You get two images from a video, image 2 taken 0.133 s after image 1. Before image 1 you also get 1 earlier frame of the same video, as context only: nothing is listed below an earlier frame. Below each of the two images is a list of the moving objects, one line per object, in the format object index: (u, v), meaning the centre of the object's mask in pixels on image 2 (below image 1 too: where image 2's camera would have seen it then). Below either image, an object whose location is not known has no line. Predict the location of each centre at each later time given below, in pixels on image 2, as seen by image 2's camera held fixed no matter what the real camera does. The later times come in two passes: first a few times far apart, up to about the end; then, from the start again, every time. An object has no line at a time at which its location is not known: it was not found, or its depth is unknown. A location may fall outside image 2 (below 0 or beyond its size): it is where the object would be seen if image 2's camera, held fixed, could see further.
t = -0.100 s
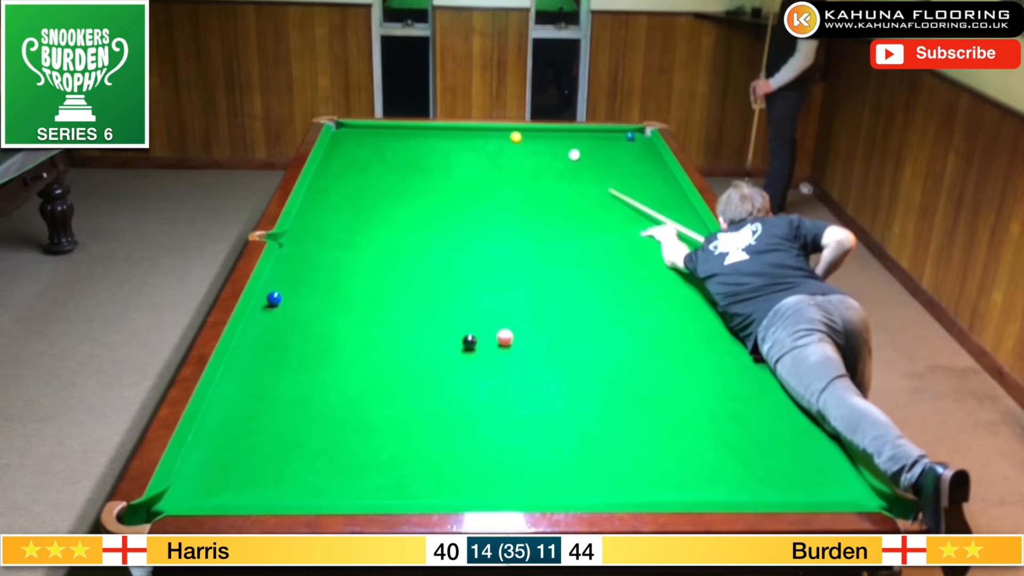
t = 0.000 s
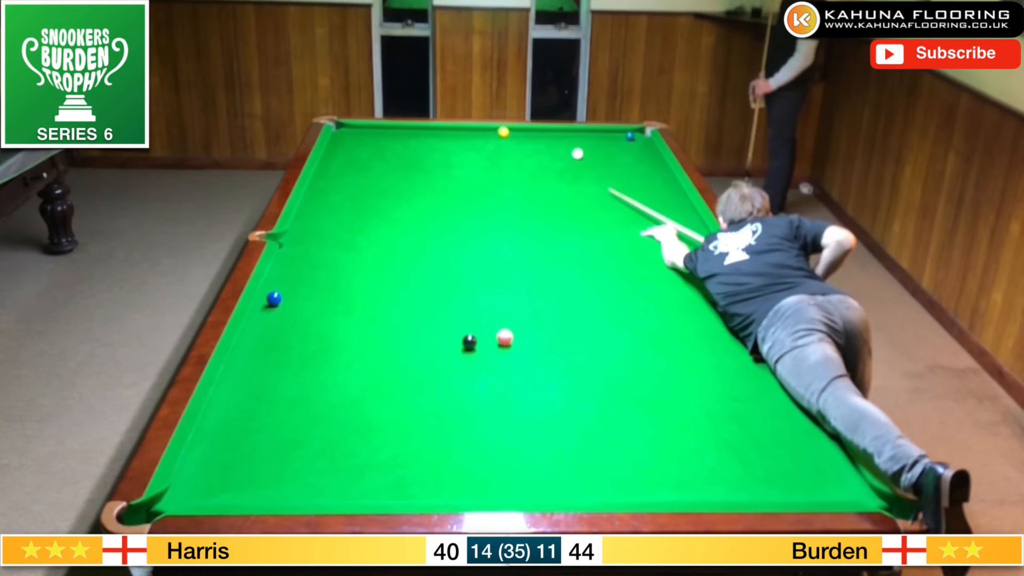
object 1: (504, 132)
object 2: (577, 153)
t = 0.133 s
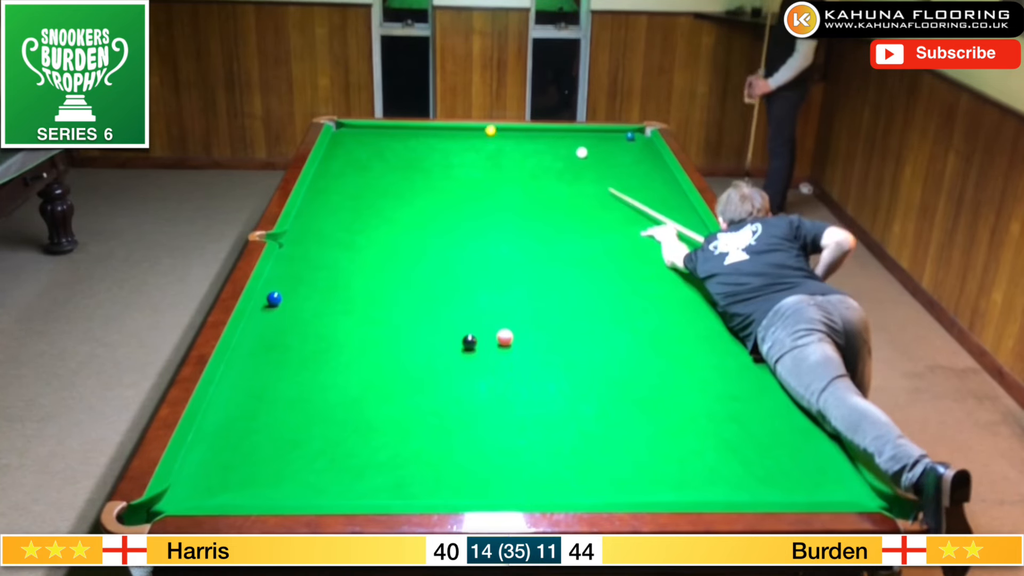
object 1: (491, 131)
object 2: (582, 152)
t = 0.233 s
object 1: (483, 134)
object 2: (585, 152)
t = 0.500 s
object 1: (461, 141)
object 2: (591, 150)
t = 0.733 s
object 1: (443, 148)
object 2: (596, 148)
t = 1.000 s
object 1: (423, 155)
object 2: (600, 147)
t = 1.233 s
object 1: (405, 162)
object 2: (604, 146)
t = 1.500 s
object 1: (385, 169)
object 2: (606, 145)
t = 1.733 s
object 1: (368, 176)
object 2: (607, 145)
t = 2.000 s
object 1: (349, 183)
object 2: (607, 145)
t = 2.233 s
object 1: (332, 190)
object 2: (607, 145)
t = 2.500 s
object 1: (314, 197)
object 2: (607, 145)
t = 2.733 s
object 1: (311, 202)
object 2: (607, 145)
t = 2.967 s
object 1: (316, 206)
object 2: (607, 145)
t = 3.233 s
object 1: (321, 211)
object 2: (607, 145)
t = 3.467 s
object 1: (326, 215)
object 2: (607, 145)
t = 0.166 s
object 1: (488, 132)
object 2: (583, 152)
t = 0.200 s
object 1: (485, 133)
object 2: (584, 152)
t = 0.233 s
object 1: (483, 134)
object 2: (585, 152)
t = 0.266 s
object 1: (480, 135)
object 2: (585, 151)
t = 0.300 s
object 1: (477, 136)
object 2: (586, 151)
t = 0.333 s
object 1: (475, 137)
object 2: (587, 151)
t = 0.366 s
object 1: (472, 138)
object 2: (588, 151)
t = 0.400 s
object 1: (470, 138)
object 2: (589, 150)
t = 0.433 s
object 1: (467, 139)
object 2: (590, 150)
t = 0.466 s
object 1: (464, 140)
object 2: (590, 150)
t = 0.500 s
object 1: (461, 141)
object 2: (591, 150)
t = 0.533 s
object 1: (459, 142)
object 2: (592, 149)
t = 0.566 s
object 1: (456, 143)
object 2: (593, 149)
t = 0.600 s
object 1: (454, 144)
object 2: (593, 149)
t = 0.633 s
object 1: (451, 145)
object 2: (594, 149)
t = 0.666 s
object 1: (449, 146)
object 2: (595, 149)
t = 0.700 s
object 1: (446, 147)
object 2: (595, 148)
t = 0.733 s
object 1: (443, 148)
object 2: (596, 148)
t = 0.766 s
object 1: (441, 149)
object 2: (597, 148)
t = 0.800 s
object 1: (438, 150)
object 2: (597, 148)
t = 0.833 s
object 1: (436, 151)
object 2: (598, 148)
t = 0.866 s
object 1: (433, 152)
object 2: (598, 147)
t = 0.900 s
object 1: (431, 153)
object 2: (599, 147)
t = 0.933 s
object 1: (428, 154)
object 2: (599, 147)
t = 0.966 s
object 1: (426, 154)
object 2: (600, 147)
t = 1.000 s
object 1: (423, 155)
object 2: (600, 147)
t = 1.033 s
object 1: (421, 156)
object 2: (601, 146)
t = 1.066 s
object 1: (418, 157)
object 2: (601, 147)
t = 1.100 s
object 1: (415, 158)
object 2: (602, 146)
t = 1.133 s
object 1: (413, 159)
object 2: (602, 146)
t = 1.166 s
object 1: (410, 160)
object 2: (603, 146)
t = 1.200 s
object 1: (408, 161)
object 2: (603, 146)
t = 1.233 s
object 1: (405, 162)
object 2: (604, 146)
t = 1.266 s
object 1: (403, 163)
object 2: (604, 146)
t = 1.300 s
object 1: (400, 164)
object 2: (604, 146)
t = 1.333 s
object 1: (398, 165)
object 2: (604, 146)
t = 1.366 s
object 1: (395, 166)
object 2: (605, 145)
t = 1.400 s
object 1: (393, 167)
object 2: (605, 145)
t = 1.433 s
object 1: (390, 168)
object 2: (605, 145)
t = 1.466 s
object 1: (388, 169)
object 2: (606, 145)
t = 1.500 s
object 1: (385, 169)
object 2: (606, 145)
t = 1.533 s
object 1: (383, 170)
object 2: (606, 145)
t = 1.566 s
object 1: (380, 171)
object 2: (606, 145)
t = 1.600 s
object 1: (378, 172)
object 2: (606, 145)
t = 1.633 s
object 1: (376, 173)
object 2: (606, 145)
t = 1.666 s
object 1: (373, 174)
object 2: (607, 145)
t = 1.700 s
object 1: (371, 175)
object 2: (607, 145)
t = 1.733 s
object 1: (368, 176)
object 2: (607, 145)
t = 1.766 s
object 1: (366, 177)
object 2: (607, 145)
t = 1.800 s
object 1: (363, 178)
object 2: (607, 145)
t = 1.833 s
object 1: (361, 179)
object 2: (607, 145)
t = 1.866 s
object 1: (359, 180)
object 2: (607, 145)
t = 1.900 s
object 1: (356, 181)
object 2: (607, 145)
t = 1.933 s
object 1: (354, 181)
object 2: (607, 145)
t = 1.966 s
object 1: (351, 182)
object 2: (607, 145)
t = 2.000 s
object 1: (349, 183)
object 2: (607, 145)
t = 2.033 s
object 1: (346, 184)
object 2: (607, 145)
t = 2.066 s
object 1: (344, 185)
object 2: (607, 145)
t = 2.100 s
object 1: (342, 186)
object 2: (607, 145)
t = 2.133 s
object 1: (339, 187)
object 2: (607, 145)
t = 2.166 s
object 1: (337, 188)
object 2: (607, 145)
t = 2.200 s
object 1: (335, 189)
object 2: (607, 145)
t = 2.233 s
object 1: (332, 190)
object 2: (607, 145)
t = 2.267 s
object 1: (330, 190)
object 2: (607, 145)
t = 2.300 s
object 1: (328, 191)
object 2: (607, 145)
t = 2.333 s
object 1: (326, 192)
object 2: (607, 145)
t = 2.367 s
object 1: (323, 193)
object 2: (607, 145)
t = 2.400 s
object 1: (321, 194)
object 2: (607, 145)
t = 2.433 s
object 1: (319, 195)
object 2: (607, 145)
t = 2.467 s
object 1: (317, 196)
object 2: (607, 145)
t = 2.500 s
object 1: (314, 197)
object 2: (607, 145)
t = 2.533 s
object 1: (312, 198)
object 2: (607, 145)
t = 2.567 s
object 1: (310, 198)
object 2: (607, 145)
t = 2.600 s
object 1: (308, 199)
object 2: (607, 145)
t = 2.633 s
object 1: (309, 200)
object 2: (607, 145)
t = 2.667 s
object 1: (309, 200)
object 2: (607, 145)
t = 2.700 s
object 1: (310, 201)
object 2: (607, 145)
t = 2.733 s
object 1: (311, 202)
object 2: (607, 145)
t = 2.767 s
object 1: (312, 202)
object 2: (607, 145)
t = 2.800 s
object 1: (313, 203)
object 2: (607, 145)
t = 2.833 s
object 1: (313, 203)
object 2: (607, 145)
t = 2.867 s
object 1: (314, 204)
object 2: (607, 145)
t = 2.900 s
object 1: (315, 205)
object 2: (607, 145)
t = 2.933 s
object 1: (315, 205)
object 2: (607, 145)
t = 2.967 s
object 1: (316, 206)
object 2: (607, 145)
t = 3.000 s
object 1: (317, 207)
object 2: (607, 145)
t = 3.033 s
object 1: (318, 207)
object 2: (607, 145)
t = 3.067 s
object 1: (318, 208)
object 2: (607, 145)
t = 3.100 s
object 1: (319, 209)
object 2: (607, 145)
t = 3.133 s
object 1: (319, 209)
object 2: (607, 145)
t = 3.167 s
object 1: (320, 210)
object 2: (607, 145)
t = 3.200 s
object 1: (321, 210)
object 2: (607, 145)
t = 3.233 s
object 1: (321, 211)
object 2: (607, 145)
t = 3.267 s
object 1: (322, 211)
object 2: (607, 145)
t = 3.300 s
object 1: (323, 212)
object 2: (607, 145)
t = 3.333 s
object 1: (323, 212)
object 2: (607, 145)
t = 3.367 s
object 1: (324, 213)
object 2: (607, 145)
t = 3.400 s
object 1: (325, 213)
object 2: (607, 145)
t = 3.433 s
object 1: (325, 214)
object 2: (607, 145)
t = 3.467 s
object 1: (326, 215)
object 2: (607, 145)
